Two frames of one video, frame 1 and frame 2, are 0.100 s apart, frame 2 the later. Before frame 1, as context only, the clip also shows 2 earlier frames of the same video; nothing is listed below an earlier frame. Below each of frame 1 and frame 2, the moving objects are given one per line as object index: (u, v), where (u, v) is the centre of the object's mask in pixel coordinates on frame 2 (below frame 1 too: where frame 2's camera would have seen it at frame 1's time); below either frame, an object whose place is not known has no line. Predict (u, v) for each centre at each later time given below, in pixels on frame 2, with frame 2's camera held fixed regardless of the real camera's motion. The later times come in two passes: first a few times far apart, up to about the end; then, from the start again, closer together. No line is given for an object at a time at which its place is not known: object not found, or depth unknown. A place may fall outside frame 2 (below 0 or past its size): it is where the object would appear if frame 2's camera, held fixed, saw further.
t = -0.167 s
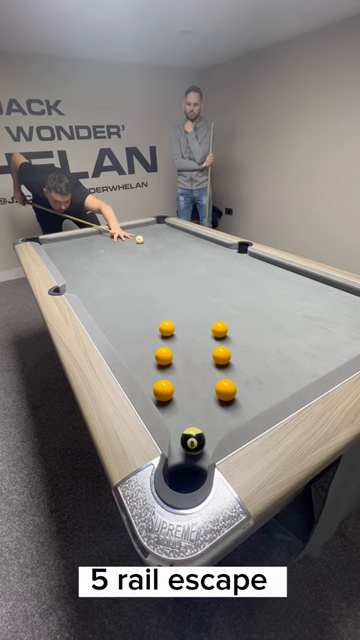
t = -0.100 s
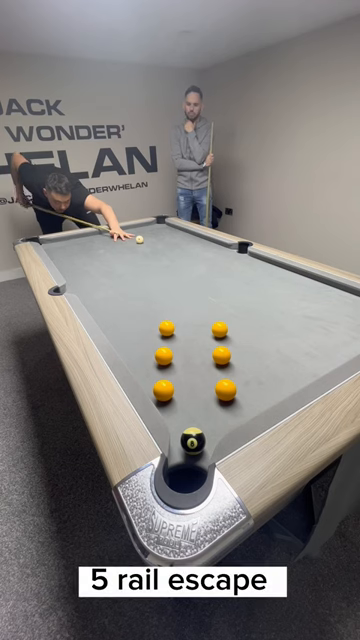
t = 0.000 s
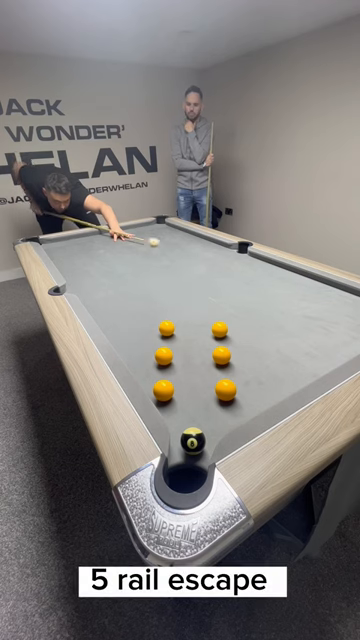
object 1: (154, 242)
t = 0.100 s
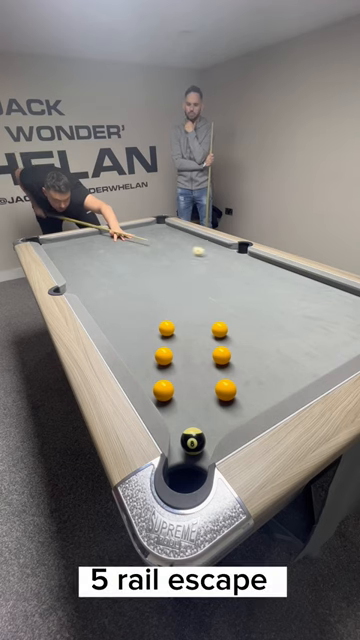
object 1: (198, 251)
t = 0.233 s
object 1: (270, 266)
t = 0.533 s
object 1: (345, 317)
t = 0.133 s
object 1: (215, 255)
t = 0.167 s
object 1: (232, 258)
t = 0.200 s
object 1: (250, 262)
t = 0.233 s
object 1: (270, 266)
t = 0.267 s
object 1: (290, 270)
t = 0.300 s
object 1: (306, 276)
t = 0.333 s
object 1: (319, 284)
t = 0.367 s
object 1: (334, 293)
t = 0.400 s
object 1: (351, 302)
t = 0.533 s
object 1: (345, 317)
